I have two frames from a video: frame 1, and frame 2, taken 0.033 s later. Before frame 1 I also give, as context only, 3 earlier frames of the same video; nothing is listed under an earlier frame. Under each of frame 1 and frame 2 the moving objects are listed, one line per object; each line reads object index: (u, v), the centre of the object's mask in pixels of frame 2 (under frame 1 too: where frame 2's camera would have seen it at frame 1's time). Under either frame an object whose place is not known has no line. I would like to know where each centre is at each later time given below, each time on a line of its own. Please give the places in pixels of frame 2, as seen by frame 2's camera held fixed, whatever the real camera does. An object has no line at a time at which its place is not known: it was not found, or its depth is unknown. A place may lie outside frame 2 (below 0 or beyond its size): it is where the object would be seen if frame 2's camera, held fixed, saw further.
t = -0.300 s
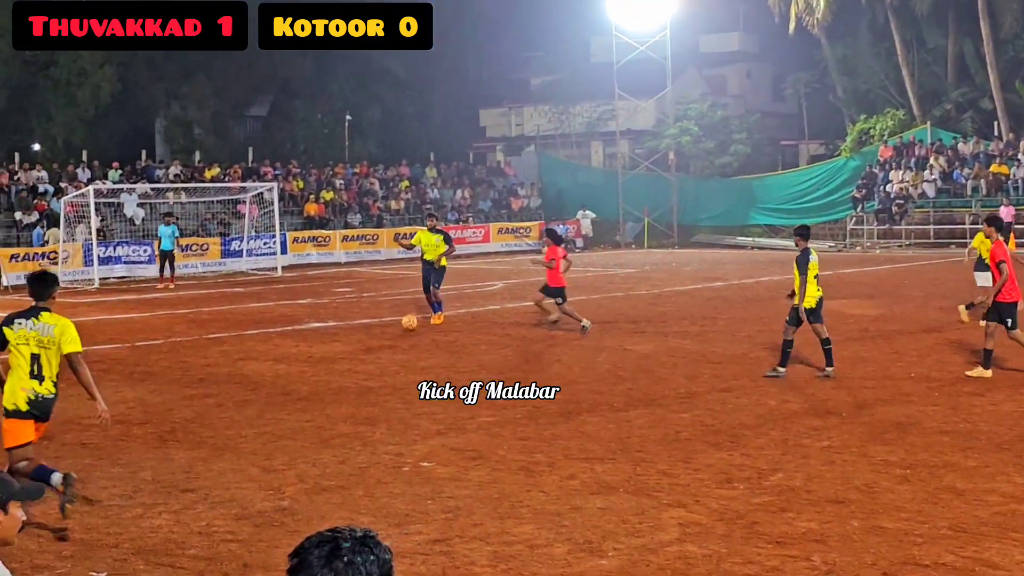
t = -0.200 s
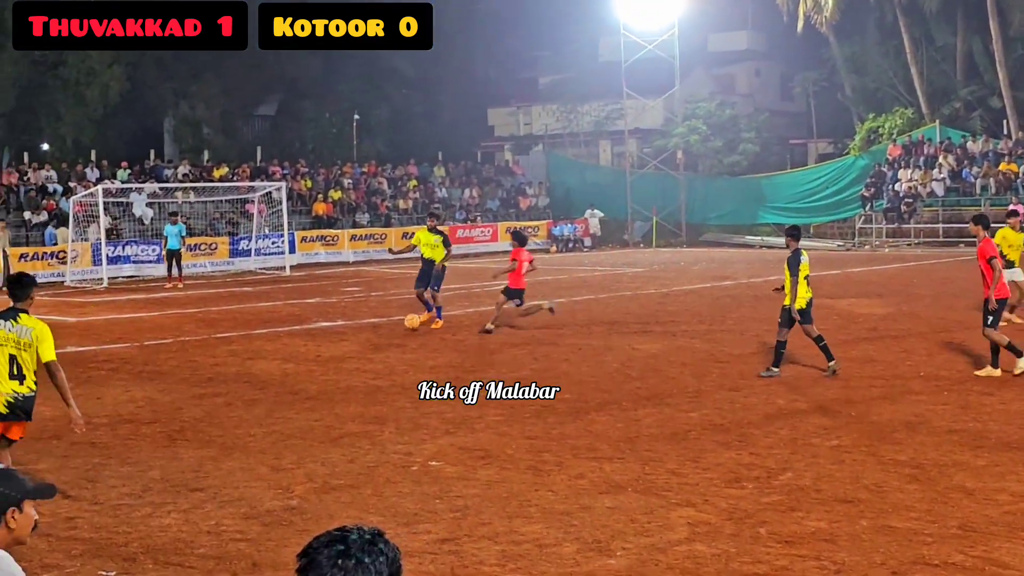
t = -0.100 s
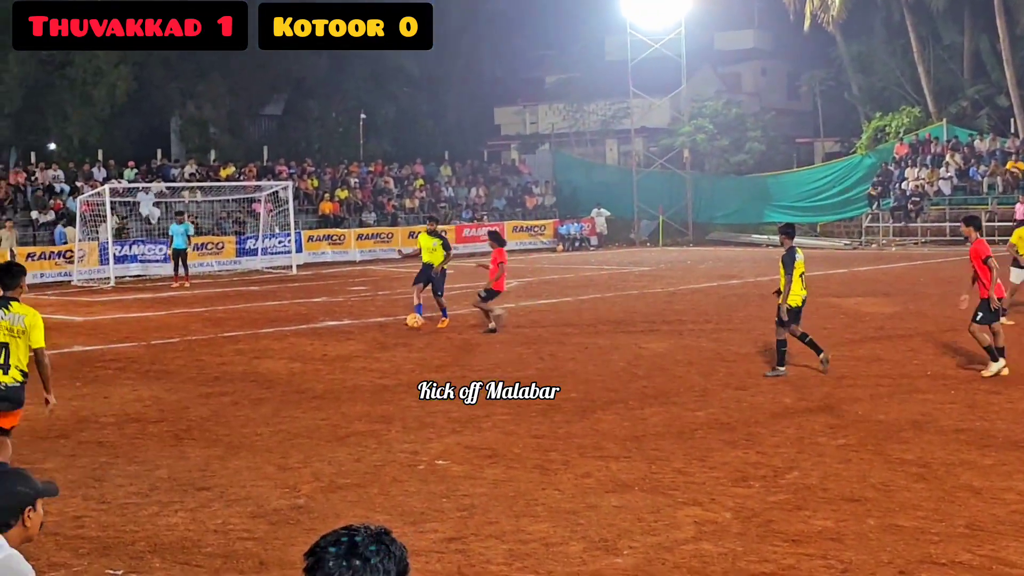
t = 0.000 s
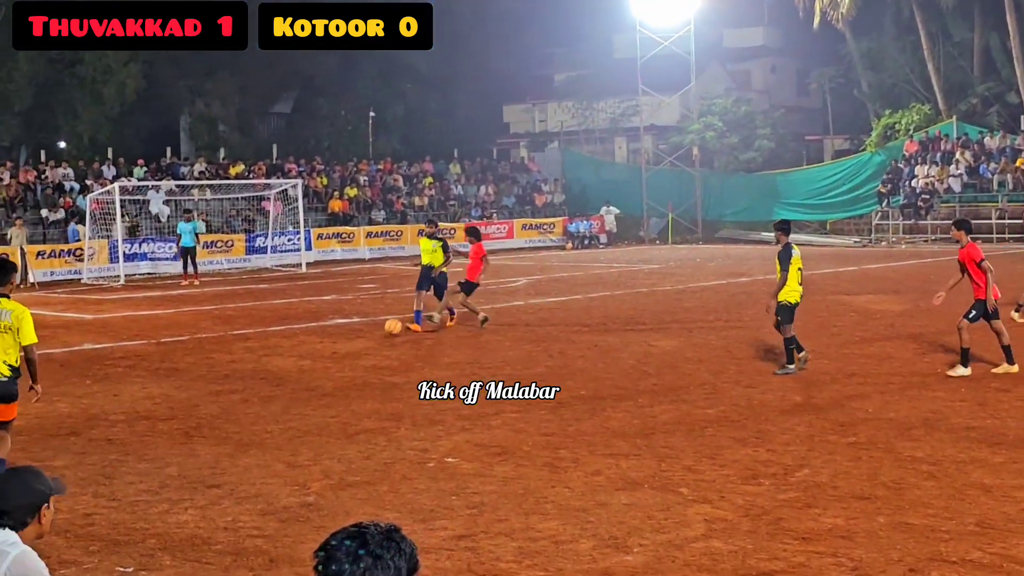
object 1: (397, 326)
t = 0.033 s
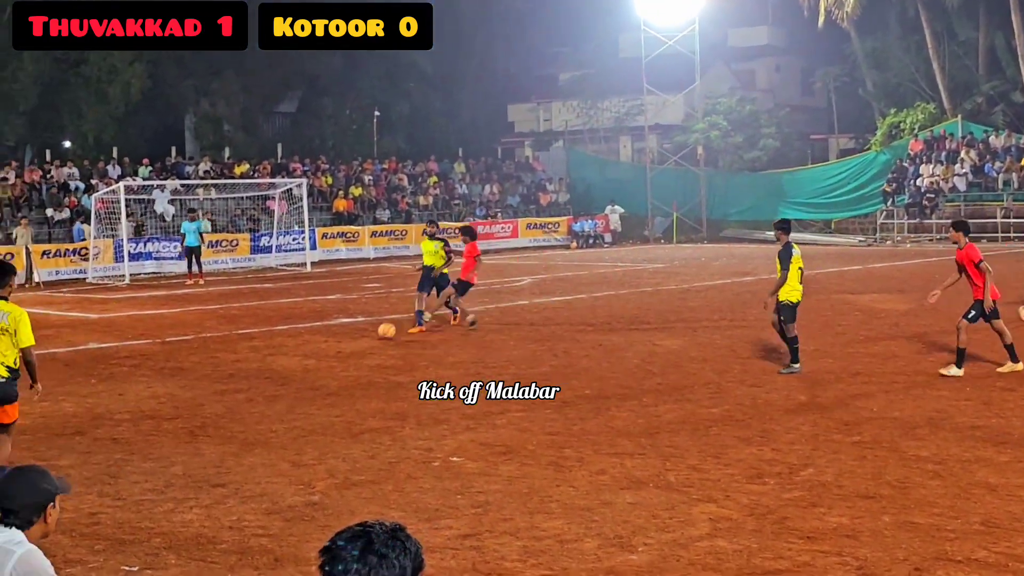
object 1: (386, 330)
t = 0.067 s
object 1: (376, 336)
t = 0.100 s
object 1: (368, 335)
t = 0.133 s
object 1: (359, 335)
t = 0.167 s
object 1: (350, 335)
